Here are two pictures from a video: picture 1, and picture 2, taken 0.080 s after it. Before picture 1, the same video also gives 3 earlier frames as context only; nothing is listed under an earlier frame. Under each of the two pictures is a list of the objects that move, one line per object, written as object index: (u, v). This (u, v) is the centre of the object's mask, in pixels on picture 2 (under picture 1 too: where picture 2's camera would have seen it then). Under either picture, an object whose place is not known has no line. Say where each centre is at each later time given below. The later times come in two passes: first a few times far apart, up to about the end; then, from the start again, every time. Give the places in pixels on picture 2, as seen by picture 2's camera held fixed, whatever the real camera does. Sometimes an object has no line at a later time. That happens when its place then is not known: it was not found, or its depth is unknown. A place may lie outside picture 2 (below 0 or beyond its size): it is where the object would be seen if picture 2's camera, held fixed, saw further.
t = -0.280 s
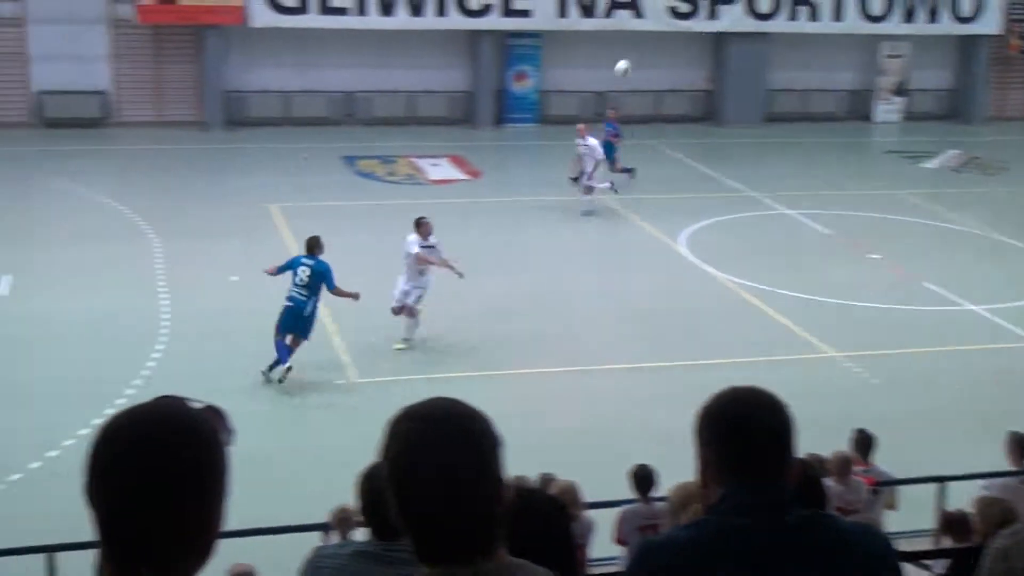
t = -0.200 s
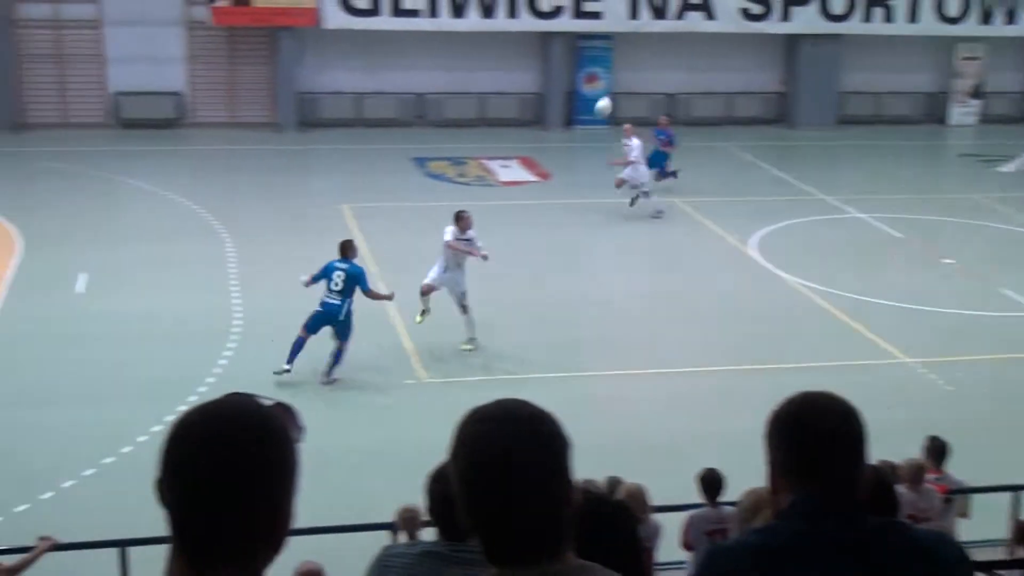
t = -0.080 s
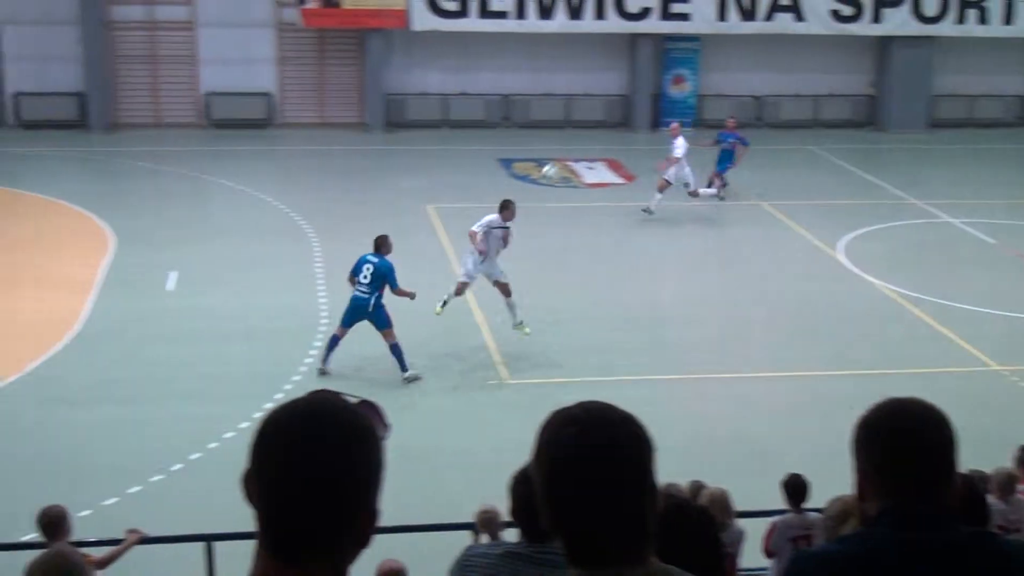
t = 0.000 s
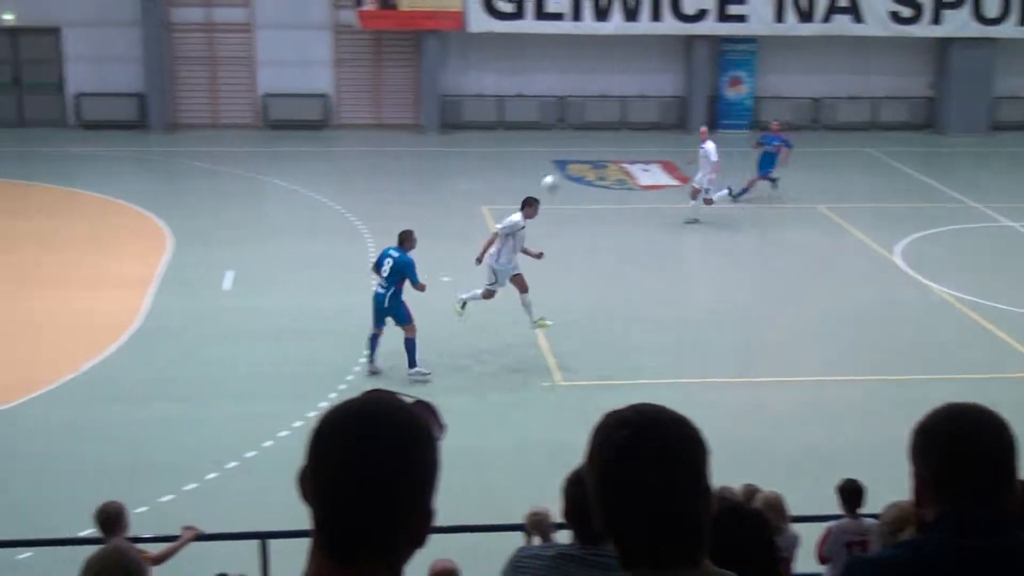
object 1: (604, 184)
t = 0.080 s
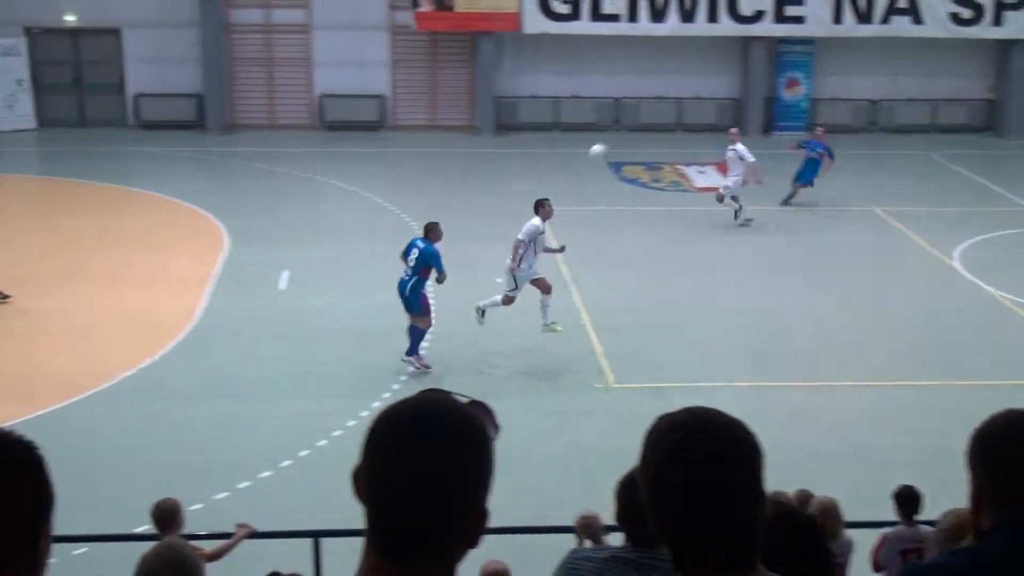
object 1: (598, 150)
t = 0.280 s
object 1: (579, 90)
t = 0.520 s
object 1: (553, 59)
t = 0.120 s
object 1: (595, 136)
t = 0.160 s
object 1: (590, 124)
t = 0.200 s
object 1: (587, 111)
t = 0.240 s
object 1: (582, 101)
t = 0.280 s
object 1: (579, 90)
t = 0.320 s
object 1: (575, 78)
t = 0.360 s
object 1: (570, 74)
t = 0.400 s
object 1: (567, 66)
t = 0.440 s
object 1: (562, 63)
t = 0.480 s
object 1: (558, 60)
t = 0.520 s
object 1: (553, 59)
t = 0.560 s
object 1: (549, 59)
